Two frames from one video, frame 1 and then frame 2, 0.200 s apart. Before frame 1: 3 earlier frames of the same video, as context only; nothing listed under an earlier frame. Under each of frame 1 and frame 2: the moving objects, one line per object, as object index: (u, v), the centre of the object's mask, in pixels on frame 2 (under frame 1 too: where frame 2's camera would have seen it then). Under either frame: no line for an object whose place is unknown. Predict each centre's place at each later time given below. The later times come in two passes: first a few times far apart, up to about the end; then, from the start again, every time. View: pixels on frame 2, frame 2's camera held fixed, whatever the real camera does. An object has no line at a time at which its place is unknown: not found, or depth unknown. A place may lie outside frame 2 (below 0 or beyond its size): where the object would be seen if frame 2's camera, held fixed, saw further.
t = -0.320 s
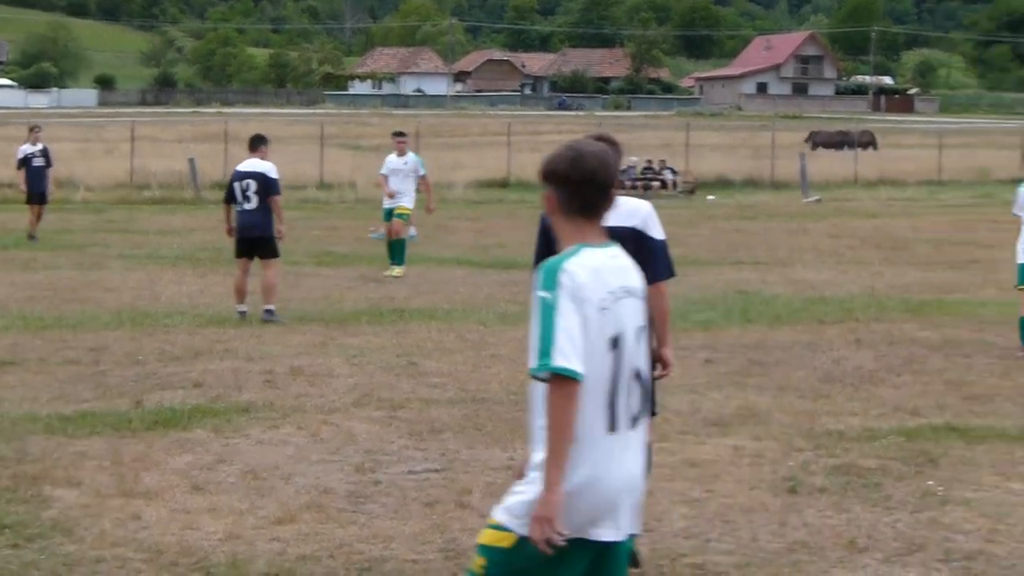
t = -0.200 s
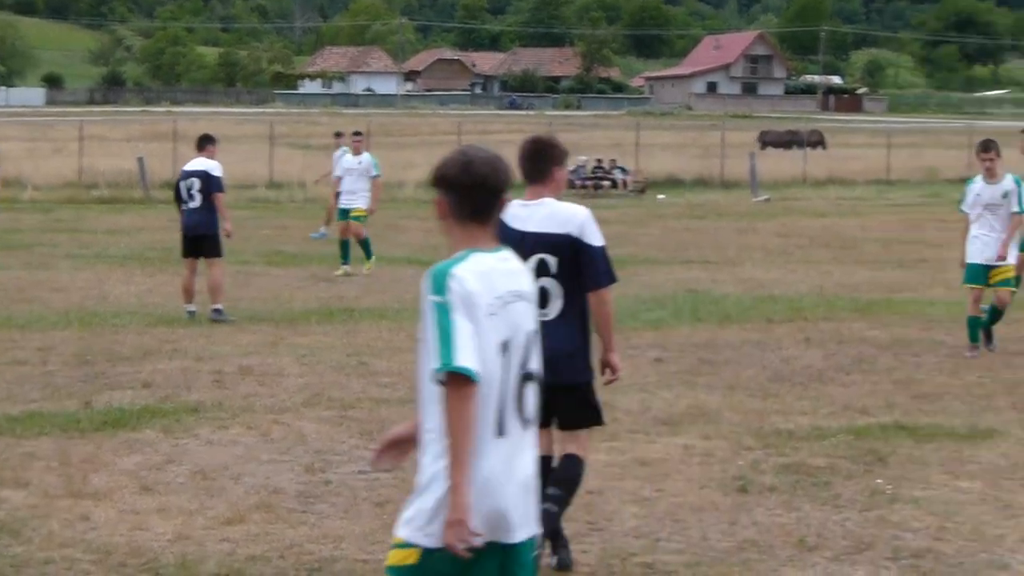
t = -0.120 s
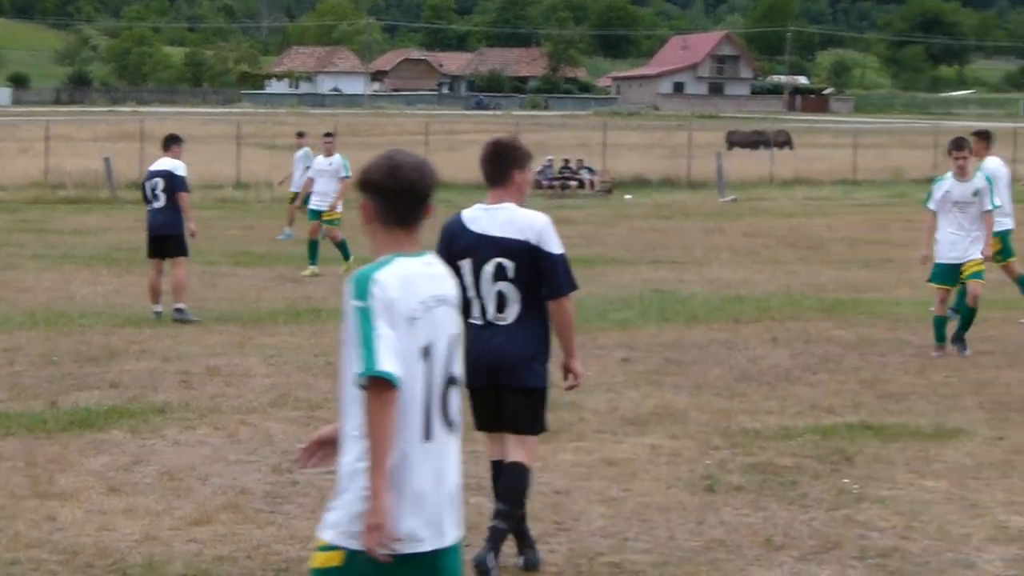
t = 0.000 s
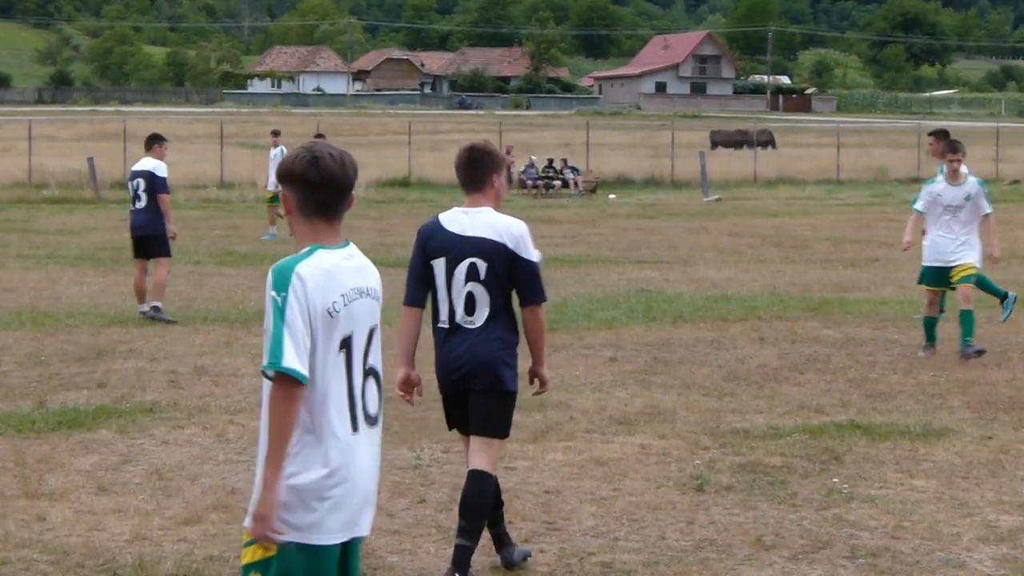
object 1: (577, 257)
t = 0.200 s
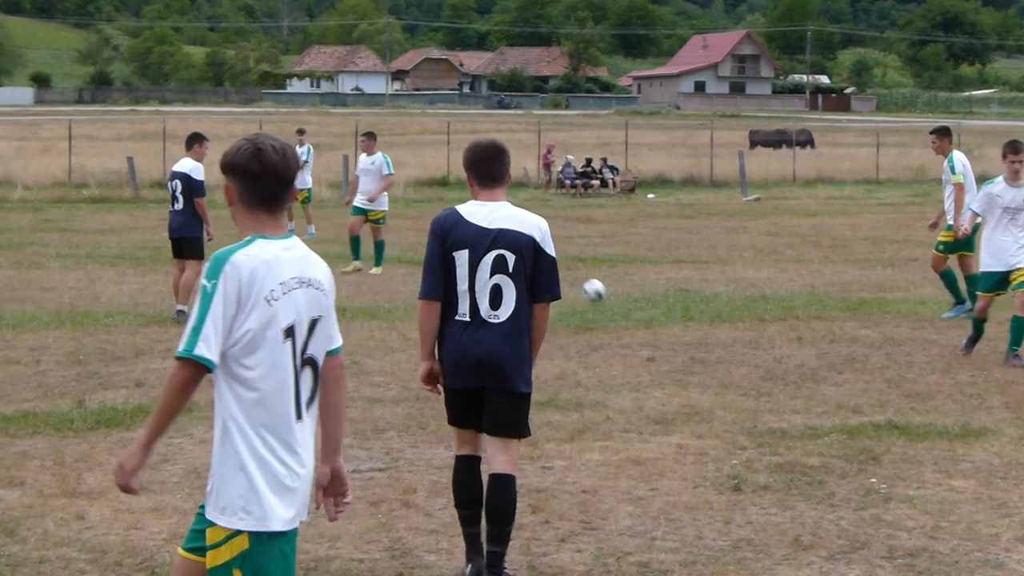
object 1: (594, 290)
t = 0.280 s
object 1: (603, 295)
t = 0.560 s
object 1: (641, 301)
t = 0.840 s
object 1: (667, 303)
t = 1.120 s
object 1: (691, 302)
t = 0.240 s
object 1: (597, 298)
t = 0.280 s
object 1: (603, 295)
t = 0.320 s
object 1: (609, 292)
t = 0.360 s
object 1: (614, 290)
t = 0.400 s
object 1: (620, 290)
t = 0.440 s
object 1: (625, 292)
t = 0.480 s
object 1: (631, 294)
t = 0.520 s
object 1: (636, 299)
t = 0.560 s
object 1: (641, 301)
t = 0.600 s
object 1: (646, 301)
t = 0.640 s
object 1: (649, 300)
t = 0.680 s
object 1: (653, 301)
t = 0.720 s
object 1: (657, 302)
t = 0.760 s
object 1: (660, 303)
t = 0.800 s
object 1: (664, 305)
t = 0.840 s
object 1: (667, 303)
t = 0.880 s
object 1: (671, 302)
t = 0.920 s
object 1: (675, 302)
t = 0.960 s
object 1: (678, 303)
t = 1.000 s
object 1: (682, 303)
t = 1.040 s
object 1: (685, 303)
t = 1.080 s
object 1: (688, 302)
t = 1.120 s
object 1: (691, 302)
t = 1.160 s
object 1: (695, 303)
